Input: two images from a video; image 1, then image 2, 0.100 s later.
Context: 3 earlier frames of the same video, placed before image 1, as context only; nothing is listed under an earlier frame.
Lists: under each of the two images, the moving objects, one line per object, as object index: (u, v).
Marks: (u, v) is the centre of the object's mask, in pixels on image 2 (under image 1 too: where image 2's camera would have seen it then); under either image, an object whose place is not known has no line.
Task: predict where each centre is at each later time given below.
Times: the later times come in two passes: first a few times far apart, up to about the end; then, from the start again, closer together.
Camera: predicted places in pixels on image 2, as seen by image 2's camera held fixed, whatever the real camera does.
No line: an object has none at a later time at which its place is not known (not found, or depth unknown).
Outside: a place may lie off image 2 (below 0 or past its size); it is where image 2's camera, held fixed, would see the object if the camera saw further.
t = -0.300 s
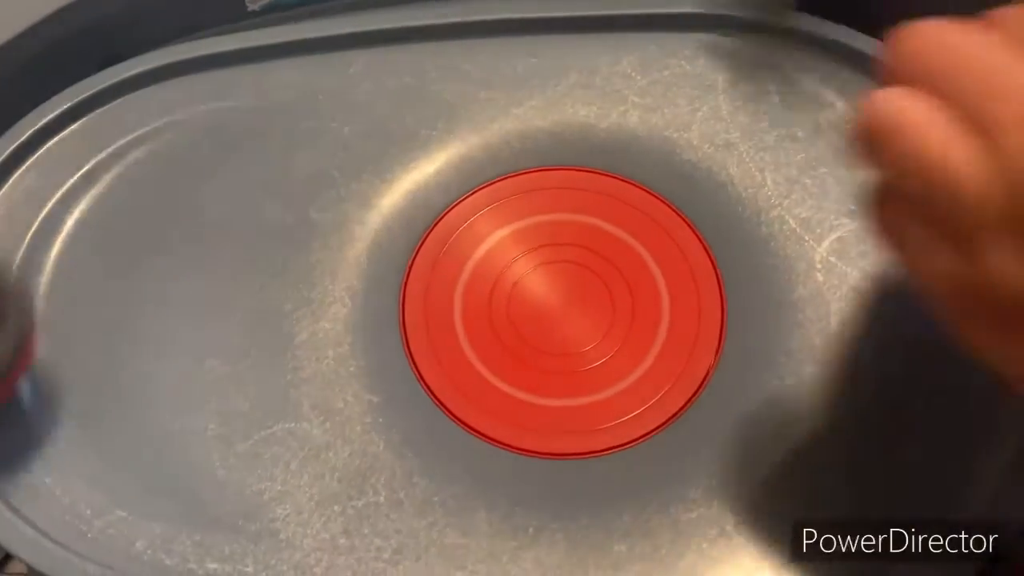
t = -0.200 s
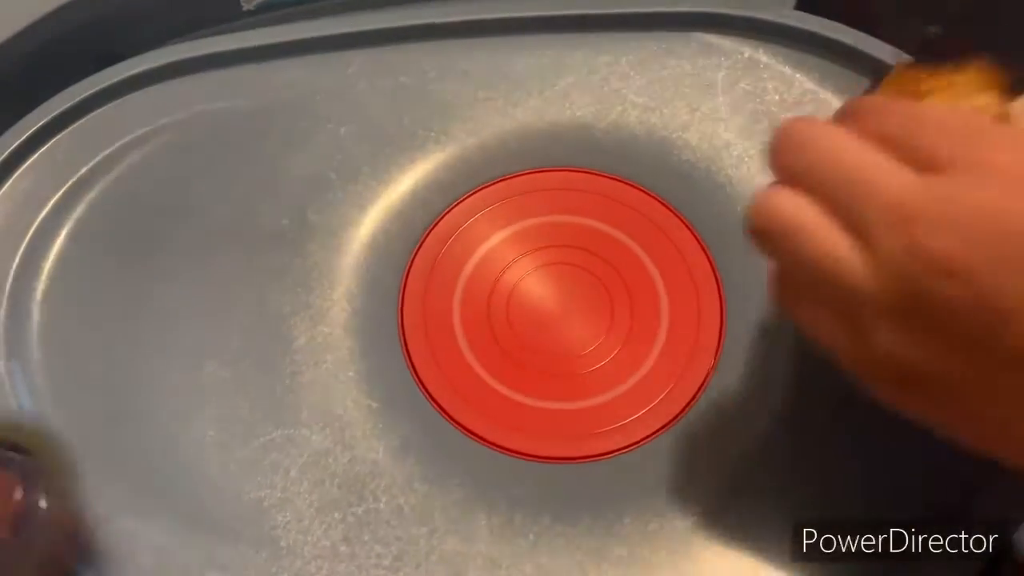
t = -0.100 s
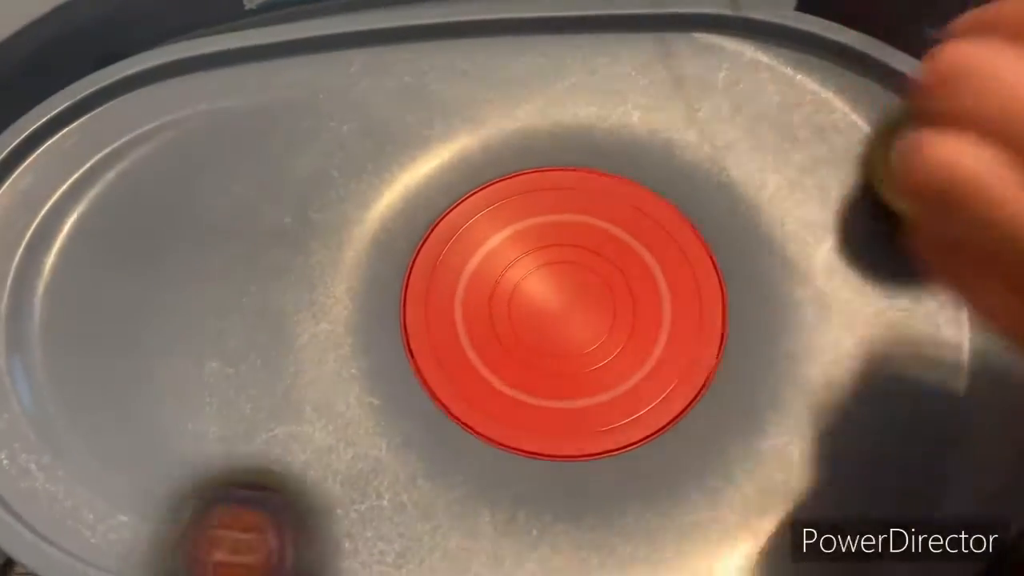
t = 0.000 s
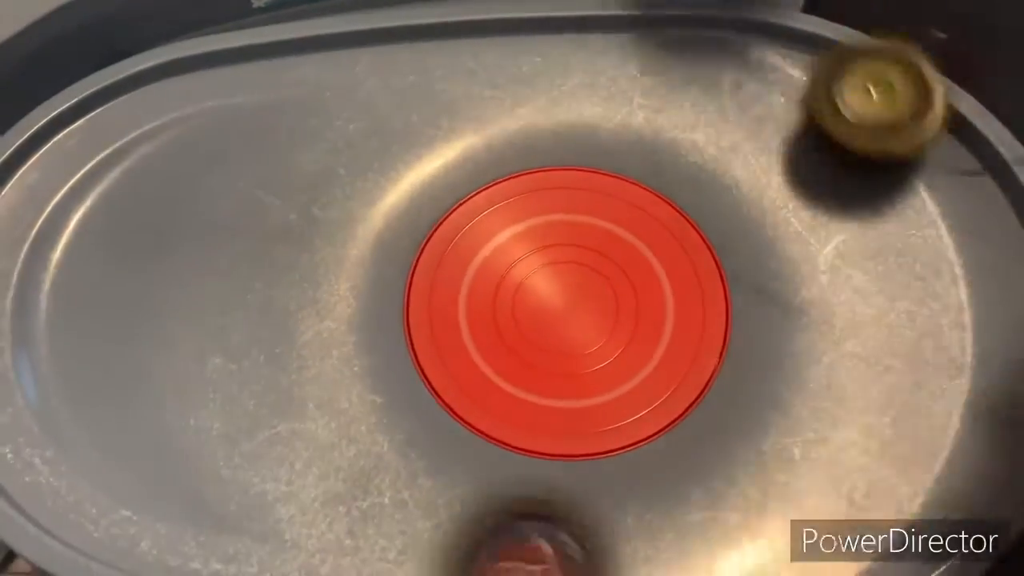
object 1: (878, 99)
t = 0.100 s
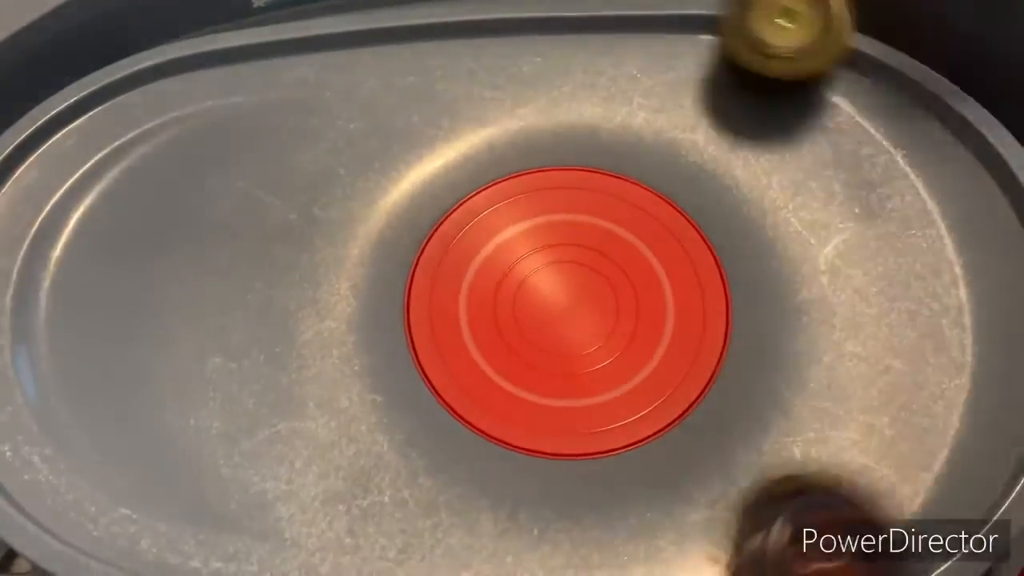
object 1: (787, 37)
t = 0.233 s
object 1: (618, 26)
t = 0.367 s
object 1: (448, 105)
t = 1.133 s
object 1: (642, 27)
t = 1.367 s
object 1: (244, 188)
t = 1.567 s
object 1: (251, 520)
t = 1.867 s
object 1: (811, 403)
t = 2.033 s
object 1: (807, 129)
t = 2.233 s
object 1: (503, 33)
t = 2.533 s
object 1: (143, 353)
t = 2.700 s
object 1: (211, 512)
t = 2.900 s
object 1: (566, 539)
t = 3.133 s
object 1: (865, 345)
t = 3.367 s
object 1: (746, 37)
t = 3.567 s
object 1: (430, 35)
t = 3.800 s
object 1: (190, 312)
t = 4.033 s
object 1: (396, 524)
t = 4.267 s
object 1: (773, 446)
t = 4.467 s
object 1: (832, 151)
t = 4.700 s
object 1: (553, 25)
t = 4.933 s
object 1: (262, 157)
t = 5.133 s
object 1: (213, 473)
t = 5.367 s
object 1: (543, 539)
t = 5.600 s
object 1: (831, 356)
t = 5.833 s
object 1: (718, 67)
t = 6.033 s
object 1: (467, 23)
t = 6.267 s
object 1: (239, 177)
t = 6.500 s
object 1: (279, 491)
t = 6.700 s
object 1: (600, 542)
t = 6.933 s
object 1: (869, 344)
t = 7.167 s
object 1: (772, 77)
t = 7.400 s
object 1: (507, 27)
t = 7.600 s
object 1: (312, 137)
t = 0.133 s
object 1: (744, 28)
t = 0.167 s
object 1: (700, 23)
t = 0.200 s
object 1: (658, 23)
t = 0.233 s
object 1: (618, 26)
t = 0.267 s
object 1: (578, 32)
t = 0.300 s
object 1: (536, 44)
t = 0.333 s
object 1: (492, 68)
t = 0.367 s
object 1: (448, 105)
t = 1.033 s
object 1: (826, 69)
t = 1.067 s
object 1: (768, 43)
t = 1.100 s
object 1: (705, 33)
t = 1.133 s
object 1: (642, 27)
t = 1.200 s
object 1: (512, 31)
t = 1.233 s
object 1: (449, 40)
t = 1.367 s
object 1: (244, 188)
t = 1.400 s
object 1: (210, 251)
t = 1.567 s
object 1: (251, 520)
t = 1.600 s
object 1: (321, 518)
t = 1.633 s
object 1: (386, 518)
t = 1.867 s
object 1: (811, 403)
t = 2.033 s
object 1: (807, 129)
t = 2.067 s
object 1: (773, 83)
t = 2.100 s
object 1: (728, 47)
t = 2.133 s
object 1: (678, 28)
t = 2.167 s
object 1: (621, 21)
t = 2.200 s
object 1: (563, 28)
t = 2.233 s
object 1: (503, 33)
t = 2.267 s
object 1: (446, 40)
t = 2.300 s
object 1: (389, 58)
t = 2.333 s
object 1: (335, 82)
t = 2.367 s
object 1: (284, 114)
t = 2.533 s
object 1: (143, 353)
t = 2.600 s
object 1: (132, 464)
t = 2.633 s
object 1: (136, 494)
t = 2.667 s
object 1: (159, 516)
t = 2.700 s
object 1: (211, 512)
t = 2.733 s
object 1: (265, 516)
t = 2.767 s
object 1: (325, 523)
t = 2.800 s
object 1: (382, 531)
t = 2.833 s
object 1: (447, 537)
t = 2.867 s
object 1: (505, 540)
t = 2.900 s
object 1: (566, 539)
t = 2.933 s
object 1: (621, 536)
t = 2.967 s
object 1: (673, 527)
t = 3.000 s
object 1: (728, 512)
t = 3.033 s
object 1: (770, 485)
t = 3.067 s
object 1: (812, 448)
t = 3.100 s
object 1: (845, 396)
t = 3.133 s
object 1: (865, 345)
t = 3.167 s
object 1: (874, 292)
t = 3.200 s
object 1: (872, 242)
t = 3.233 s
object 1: (862, 189)
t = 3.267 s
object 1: (845, 143)
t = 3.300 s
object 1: (818, 99)
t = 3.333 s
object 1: (785, 62)
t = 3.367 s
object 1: (746, 37)
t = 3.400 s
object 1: (699, 20)
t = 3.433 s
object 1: (638, 24)
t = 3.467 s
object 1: (585, 23)
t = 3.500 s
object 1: (532, 24)
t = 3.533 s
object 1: (480, 27)
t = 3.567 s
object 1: (430, 35)
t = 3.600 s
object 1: (380, 49)
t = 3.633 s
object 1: (333, 76)
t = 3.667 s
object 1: (294, 110)
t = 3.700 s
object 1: (257, 154)
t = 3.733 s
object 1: (229, 201)
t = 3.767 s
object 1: (206, 254)
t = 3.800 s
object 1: (190, 312)
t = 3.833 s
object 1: (184, 371)
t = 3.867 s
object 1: (189, 433)
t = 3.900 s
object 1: (203, 490)
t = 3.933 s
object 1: (224, 517)
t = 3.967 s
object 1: (271, 524)
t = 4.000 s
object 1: (339, 522)
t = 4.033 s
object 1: (396, 524)
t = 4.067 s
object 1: (459, 529)
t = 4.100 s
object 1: (515, 528)
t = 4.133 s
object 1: (570, 527)
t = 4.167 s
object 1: (623, 522)
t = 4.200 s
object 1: (676, 511)
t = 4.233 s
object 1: (726, 488)
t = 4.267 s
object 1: (773, 446)
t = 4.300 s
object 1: (807, 400)
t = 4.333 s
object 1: (832, 351)
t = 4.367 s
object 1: (849, 300)
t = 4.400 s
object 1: (853, 248)
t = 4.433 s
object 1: (847, 198)
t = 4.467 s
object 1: (832, 151)
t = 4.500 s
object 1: (811, 106)
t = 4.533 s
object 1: (784, 67)
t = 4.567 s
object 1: (747, 41)
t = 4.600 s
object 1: (705, 25)
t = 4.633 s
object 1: (653, 25)
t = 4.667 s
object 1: (603, 26)
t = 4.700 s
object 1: (553, 25)
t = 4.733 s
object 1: (505, 26)
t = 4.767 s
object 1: (459, 31)
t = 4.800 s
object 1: (414, 39)
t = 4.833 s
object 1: (368, 56)
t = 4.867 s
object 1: (327, 84)
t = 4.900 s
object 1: (293, 120)
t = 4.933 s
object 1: (262, 157)
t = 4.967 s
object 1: (236, 204)
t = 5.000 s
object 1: (216, 253)
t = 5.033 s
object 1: (204, 305)
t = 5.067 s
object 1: (197, 358)
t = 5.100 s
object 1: (199, 414)
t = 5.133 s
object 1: (213, 473)
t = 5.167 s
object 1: (230, 504)
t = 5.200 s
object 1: (259, 526)
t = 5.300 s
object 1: (427, 535)
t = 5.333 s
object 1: (488, 538)
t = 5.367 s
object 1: (543, 539)
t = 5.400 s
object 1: (599, 536)
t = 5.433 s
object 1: (650, 529)
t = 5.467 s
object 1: (702, 516)
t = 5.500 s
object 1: (744, 496)
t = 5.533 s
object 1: (785, 451)
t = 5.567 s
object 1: (813, 406)
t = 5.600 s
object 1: (831, 356)
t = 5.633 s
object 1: (839, 307)
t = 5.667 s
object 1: (837, 258)
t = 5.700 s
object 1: (826, 211)
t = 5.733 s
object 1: (808, 169)
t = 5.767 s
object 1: (782, 133)
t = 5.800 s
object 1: (753, 94)
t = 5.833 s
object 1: (718, 67)
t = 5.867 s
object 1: (680, 47)
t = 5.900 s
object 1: (638, 36)
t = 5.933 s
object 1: (598, 29)
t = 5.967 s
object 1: (553, 24)
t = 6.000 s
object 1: (509, 23)
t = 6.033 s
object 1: (467, 23)
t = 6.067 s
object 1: (426, 28)
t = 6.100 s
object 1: (385, 35)
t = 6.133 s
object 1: (345, 50)
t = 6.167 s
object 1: (312, 75)
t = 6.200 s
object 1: (282, 105)
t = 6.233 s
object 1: (259, 138)
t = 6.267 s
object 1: (239, 177)
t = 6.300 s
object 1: (223, 220)
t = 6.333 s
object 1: (214, 262)
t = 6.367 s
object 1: (212, 309)
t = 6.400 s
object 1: (217, 358)
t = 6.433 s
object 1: (229, 407)
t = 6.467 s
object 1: (250, 455)
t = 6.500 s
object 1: (279, 491)
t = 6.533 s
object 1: (316, 513)
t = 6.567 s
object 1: (364, 528)
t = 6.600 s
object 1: (418, 540)
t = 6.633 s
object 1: (479, 545)
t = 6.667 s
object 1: (543, 545)
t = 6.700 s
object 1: (600, 542)
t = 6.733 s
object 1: (656, 534)
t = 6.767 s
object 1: (709, 523)
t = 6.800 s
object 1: (758, 508)
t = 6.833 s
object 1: (799, 470)
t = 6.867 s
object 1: (832, 433)
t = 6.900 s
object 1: (853, 389)
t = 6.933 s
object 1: (869, 344)
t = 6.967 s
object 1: (876, 298)
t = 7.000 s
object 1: (873, 253)
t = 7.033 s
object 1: (863, 212)
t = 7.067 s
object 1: (847, 173)
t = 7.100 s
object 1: (826, 139)
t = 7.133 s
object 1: (801, 104)
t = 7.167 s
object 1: (772, 77)
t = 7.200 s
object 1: (740, 55)
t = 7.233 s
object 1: (704, 42)
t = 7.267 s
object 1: (667, 34)
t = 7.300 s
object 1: (628, 29)
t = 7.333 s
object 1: (587, 25)
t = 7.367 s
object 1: (545, 25)
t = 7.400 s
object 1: (507, 27)
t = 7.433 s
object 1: (468, 32)
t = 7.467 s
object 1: (431, 40)
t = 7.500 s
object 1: (396, 55)
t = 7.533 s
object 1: (363, 78)
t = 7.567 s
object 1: (335, 104)
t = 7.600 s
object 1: (312, 137)
